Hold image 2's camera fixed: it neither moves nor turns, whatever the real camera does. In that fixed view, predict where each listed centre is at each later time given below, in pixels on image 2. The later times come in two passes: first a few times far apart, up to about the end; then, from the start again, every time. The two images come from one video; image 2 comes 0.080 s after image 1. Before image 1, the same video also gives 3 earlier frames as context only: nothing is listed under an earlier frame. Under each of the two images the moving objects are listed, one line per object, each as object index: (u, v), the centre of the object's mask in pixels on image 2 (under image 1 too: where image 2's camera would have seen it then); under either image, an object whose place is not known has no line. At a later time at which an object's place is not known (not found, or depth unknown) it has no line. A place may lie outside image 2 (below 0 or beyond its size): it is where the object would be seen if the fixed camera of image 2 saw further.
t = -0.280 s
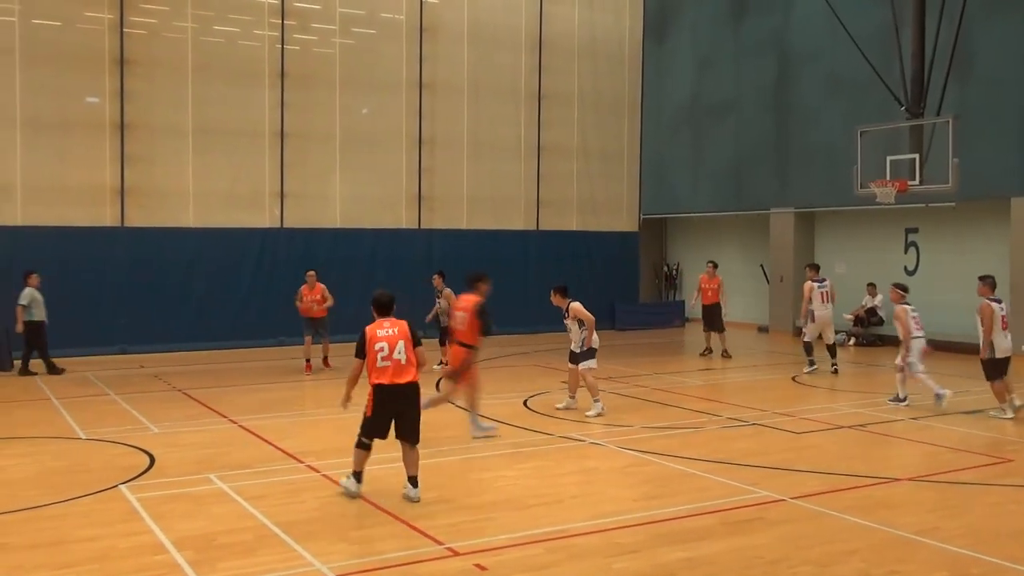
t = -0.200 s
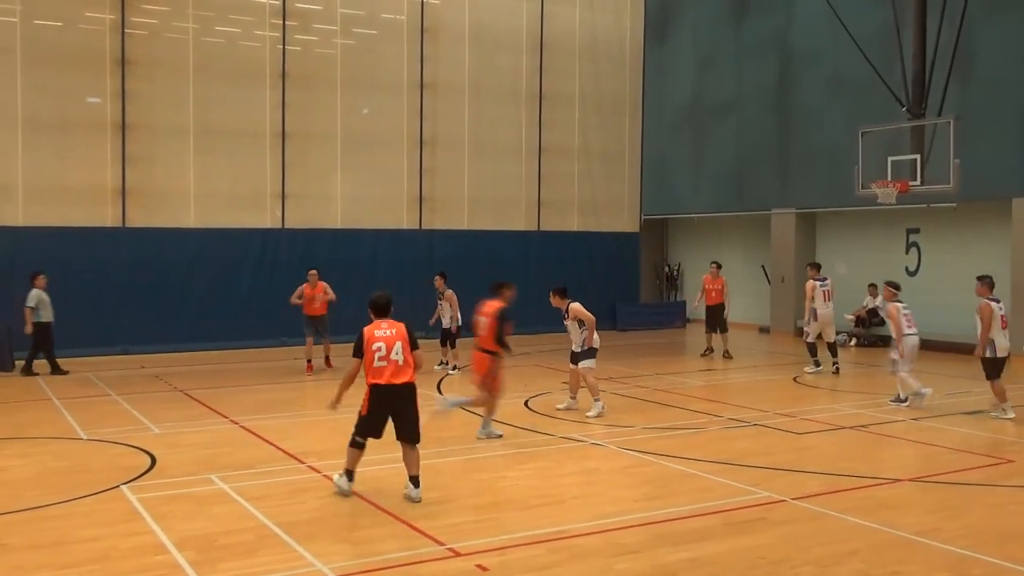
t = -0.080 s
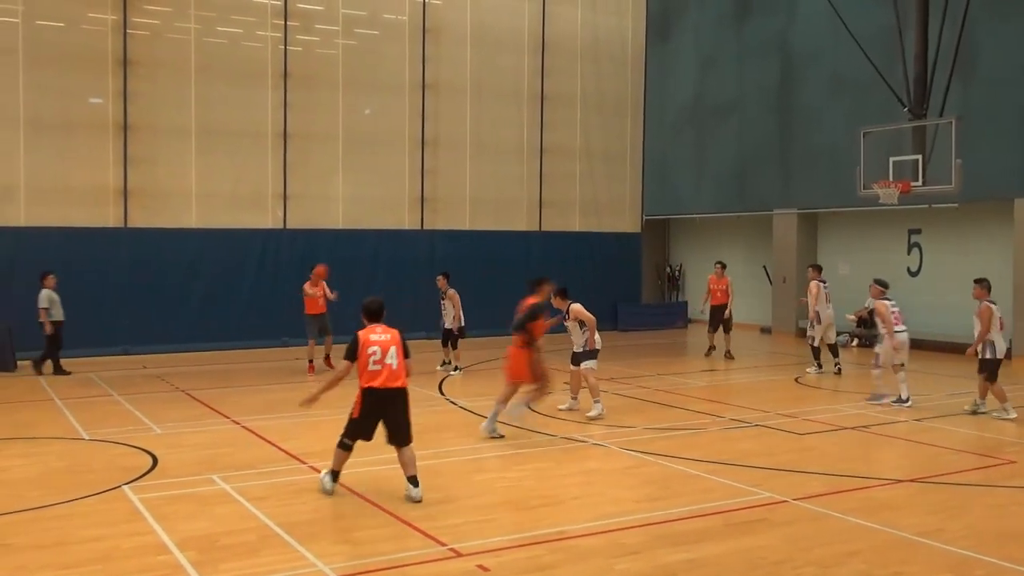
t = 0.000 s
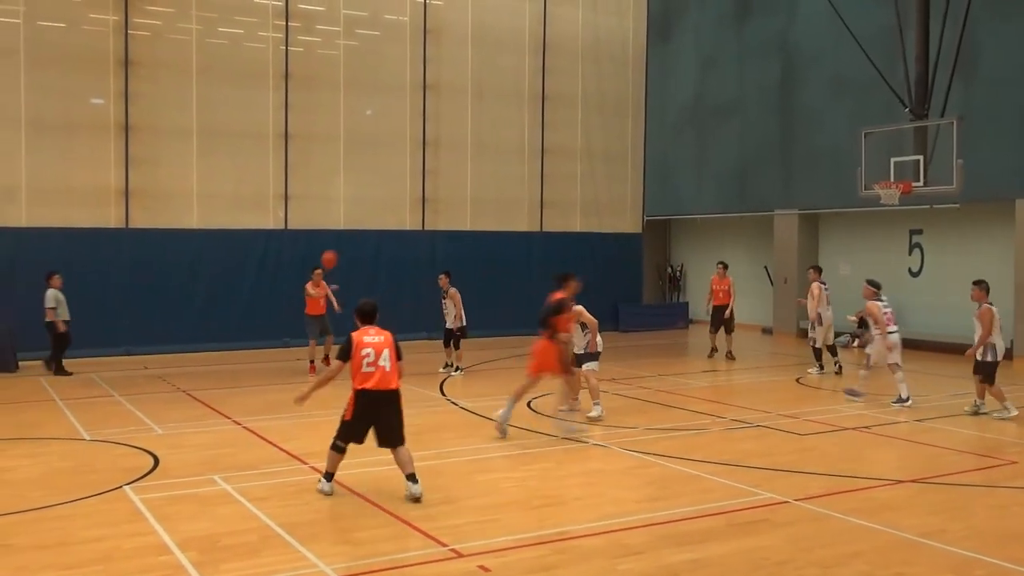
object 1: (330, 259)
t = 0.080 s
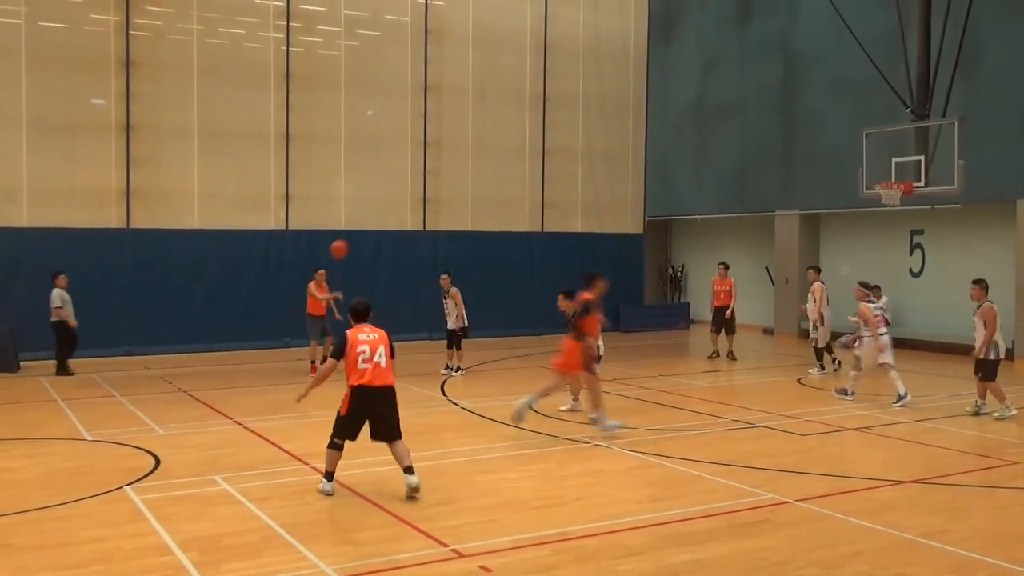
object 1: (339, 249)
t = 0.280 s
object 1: (363, 237)
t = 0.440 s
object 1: (387, 247)
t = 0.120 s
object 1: (343, 244)
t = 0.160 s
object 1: (348, 241)
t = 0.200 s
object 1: (353, 239)
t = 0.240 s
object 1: (358, 237)
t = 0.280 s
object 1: (363, 237)
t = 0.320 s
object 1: (368, 238)
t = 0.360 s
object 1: (374, 239)
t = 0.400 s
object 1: (380, 242)
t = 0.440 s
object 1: (387, 247)
